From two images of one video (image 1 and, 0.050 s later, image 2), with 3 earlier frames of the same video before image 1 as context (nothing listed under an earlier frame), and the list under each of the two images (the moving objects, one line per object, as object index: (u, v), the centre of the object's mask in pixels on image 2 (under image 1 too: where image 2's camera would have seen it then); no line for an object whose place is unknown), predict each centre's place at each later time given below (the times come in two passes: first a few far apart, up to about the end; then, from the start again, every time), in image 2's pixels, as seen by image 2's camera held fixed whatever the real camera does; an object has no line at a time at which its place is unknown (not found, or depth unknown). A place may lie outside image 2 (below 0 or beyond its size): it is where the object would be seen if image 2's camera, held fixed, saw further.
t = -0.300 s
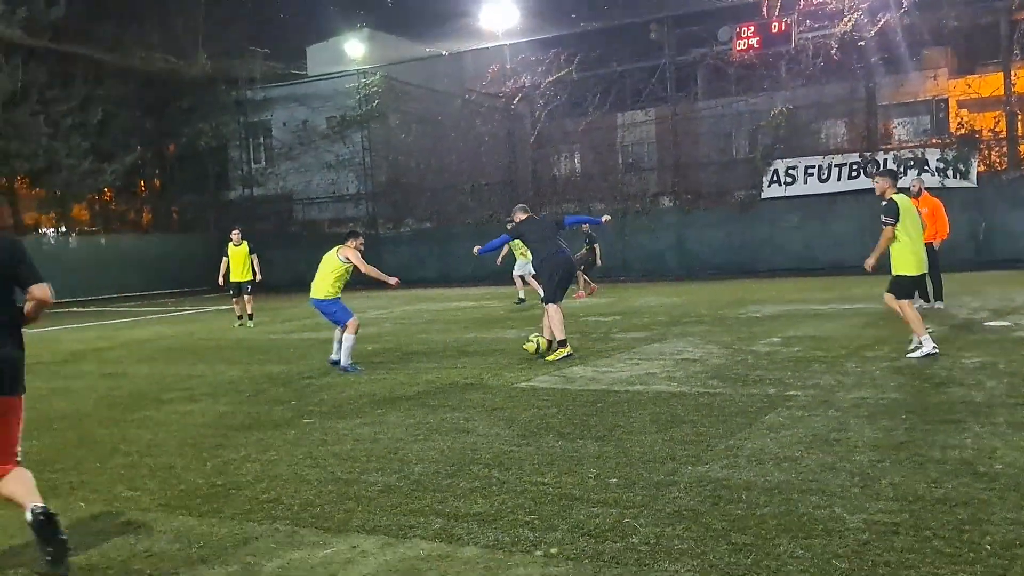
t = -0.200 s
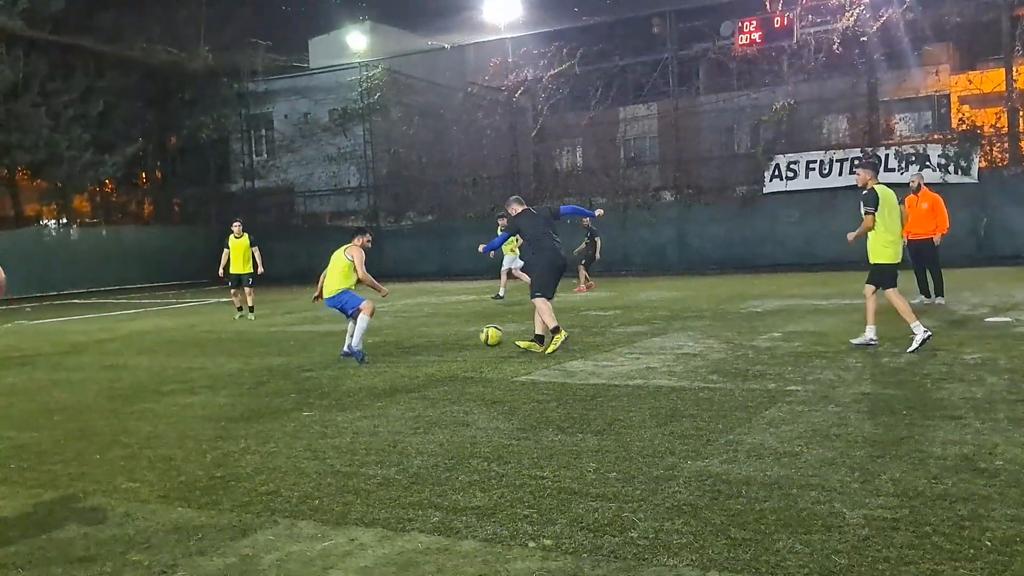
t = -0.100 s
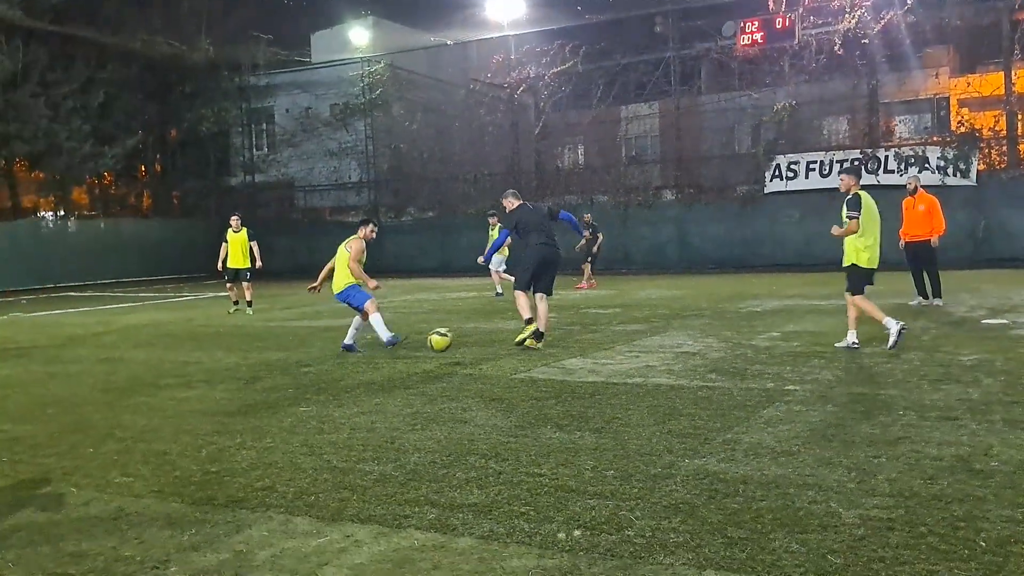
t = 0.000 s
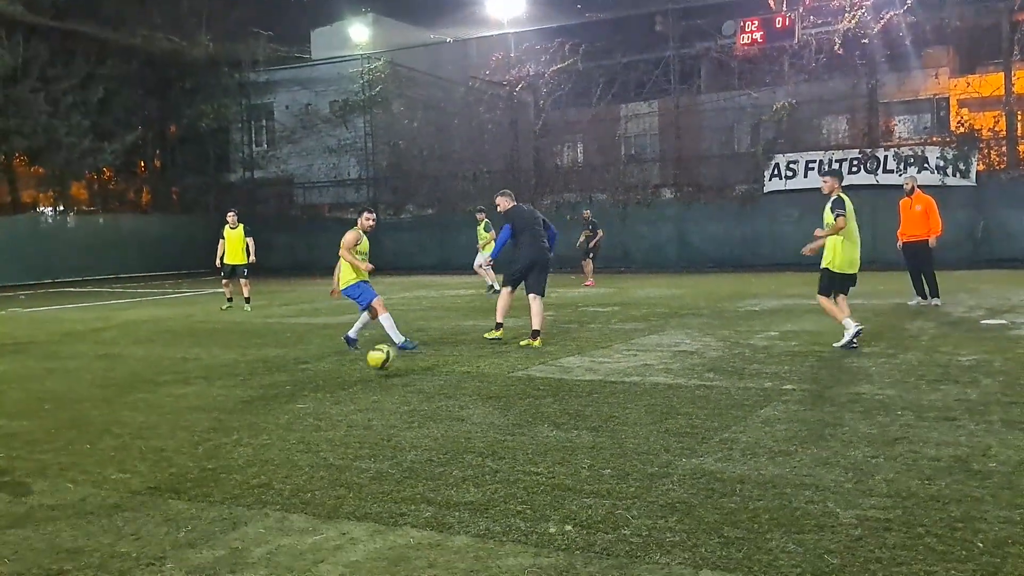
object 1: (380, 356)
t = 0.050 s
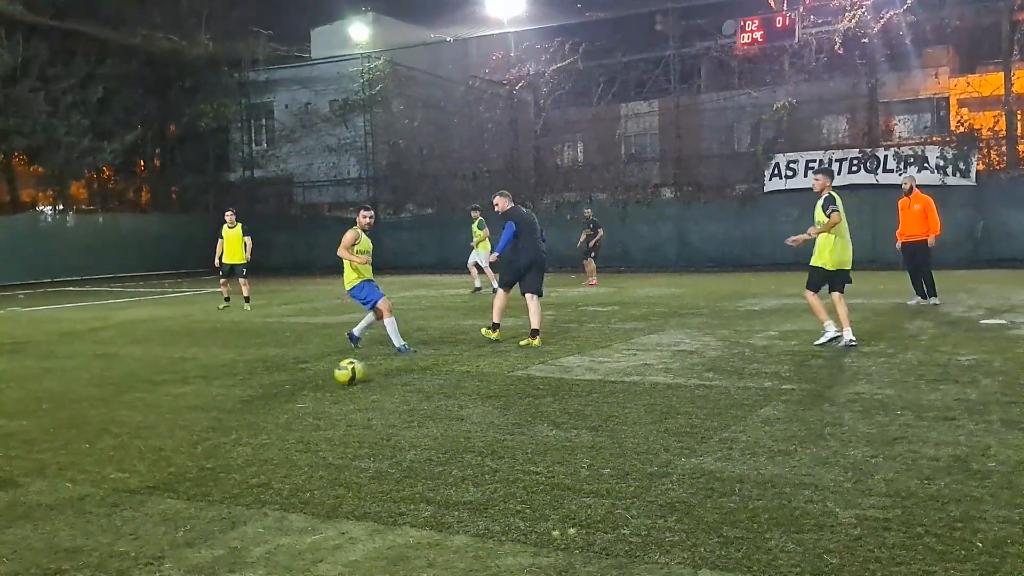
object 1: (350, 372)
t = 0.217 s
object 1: (259, 375)
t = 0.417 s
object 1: (134, 411)
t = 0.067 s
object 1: (341, 373)
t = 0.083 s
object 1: (334, 372)
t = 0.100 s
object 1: (323, 371)
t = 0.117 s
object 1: (315, 370)
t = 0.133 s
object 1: (307, 370)
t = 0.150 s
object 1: (297, 371)
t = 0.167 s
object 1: (288, 370)
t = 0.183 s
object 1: (279, 371)
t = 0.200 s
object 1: (268, 373)
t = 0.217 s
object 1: (259, 375)
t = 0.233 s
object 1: (250, 377)
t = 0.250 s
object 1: (238, 379)
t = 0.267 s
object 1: (228, 382)
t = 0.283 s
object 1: (219, 386)
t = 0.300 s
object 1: (206, 390)
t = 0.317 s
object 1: (196, 394)
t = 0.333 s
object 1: (186, 398)
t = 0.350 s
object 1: (172, 404)
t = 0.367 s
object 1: (161, 410)
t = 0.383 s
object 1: (151, 414)
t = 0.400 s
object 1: (143, 414)
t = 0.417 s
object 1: (134, 411)
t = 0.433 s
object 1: (126, 410)
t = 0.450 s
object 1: (117, 411)
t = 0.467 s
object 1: (106, 412)
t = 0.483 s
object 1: (98, 411)
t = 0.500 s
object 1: (86, 414)
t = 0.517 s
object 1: (74, 416)
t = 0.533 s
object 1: (64, 419)
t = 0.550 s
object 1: (55, 423)
